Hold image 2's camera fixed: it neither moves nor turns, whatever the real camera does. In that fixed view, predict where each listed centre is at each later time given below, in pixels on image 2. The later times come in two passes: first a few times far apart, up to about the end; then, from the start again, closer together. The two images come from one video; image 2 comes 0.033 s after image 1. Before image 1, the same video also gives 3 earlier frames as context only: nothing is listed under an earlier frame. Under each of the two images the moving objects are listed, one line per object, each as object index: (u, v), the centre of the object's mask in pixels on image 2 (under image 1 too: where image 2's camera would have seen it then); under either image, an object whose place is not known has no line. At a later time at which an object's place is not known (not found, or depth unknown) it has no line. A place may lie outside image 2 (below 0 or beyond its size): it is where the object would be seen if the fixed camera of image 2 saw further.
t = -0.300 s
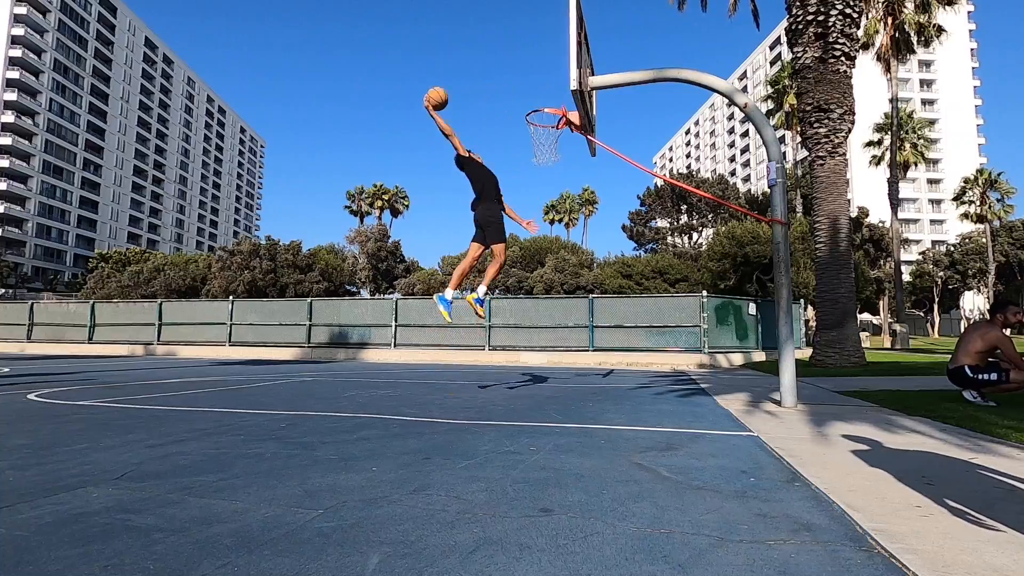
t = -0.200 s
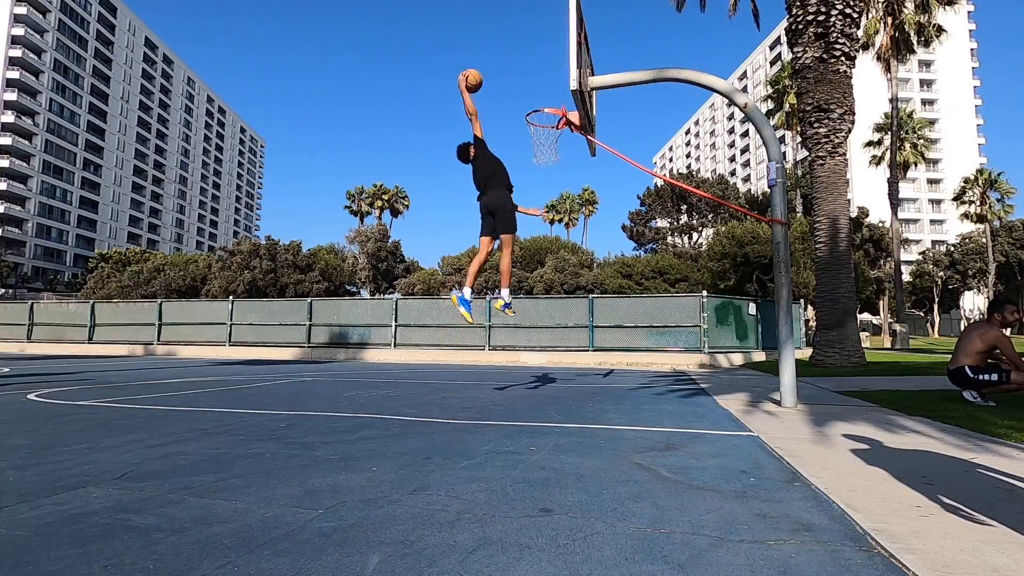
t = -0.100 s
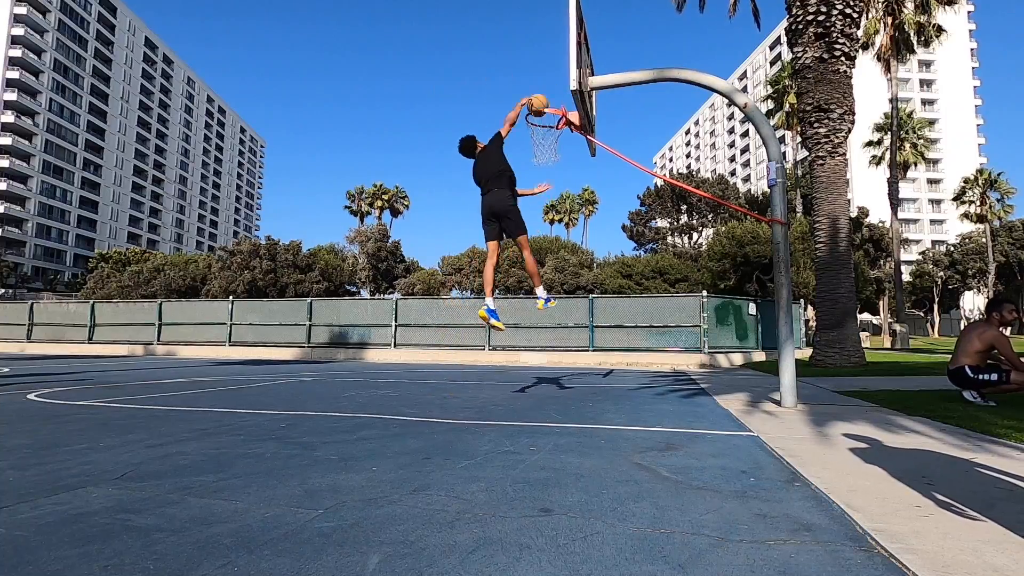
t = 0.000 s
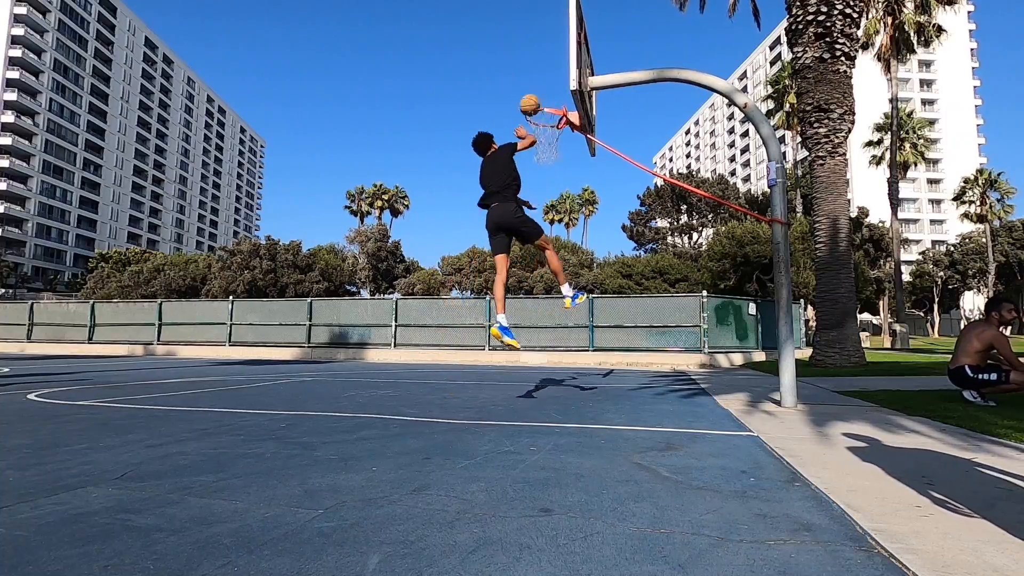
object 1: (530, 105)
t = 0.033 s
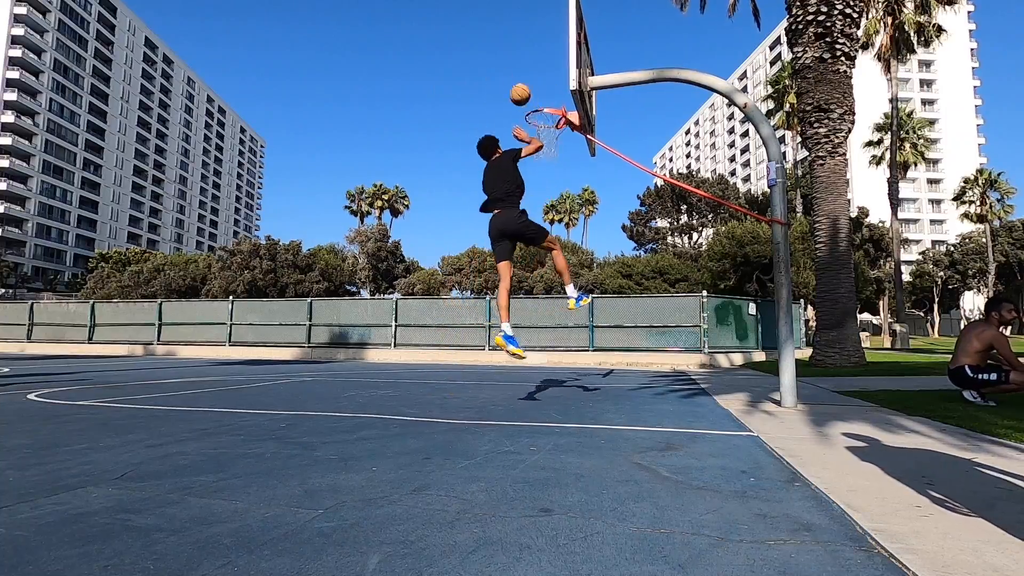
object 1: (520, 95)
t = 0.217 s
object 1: (466, 53)
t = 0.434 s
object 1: (404, 40)
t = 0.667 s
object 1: (337, 70)
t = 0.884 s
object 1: (276, 140)
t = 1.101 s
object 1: (213, 249)
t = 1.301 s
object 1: (155, 383)
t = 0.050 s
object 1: (515, 89)
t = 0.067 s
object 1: (510, 85)
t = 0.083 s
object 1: (505, 80)
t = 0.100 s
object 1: (500, 76)
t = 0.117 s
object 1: (495, 72)
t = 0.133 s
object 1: (490, 68)
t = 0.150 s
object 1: (486, 65)
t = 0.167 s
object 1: (481, 61)
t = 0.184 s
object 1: (476, 58)
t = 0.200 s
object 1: (471, 55)
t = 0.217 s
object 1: (466, 53)
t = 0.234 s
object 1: (461, 51)
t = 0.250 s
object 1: (457, 48)
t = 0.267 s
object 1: (452, 46)
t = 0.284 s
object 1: (447, 45)
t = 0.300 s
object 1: (442, 43)
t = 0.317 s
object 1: (437, 42)
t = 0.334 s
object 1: (432, 41)
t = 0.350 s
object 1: (427, 41)
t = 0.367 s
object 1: (423, 40)
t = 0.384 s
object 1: (418, 40)
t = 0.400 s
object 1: (413, 40)
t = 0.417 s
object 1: (408, 40)
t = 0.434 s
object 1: (404, 40)
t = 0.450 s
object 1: (399, 41)
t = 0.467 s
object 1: (394, 42)
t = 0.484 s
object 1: (390, 43)
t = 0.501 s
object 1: (384, 44)
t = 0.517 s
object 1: (380, 46)
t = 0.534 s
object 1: (375, 48)
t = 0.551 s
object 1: (370, 50)
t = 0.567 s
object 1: (365, 52)
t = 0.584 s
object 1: (361, 54)
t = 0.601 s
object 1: (356, 57)
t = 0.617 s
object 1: (351, 60)
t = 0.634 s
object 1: (347, 63)
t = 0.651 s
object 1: (342, 67)
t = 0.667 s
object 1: (337, 70)
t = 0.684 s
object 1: (332, 74)
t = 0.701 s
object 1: (328, 79)
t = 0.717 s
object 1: (323, 83)
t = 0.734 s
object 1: (318, 87)
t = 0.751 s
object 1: (313, 92)
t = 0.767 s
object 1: (309, 97)
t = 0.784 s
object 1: (304, 103)
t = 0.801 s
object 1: (299, 108)
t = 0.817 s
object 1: (295, 114)
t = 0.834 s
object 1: (290, 120)
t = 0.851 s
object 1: (285, 126)
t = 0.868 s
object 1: (280, 133)
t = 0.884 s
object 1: (276, 140)
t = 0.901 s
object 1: (271, 147)
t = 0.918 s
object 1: (266, 154)
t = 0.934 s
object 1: (262, 161)
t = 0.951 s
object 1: (257, 169)
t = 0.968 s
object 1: (252, 177)
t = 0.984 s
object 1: (247, 185)
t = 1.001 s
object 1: (242, 193)
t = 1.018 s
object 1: (237, 202)
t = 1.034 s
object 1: (233, 211)
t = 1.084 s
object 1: (218, 239)
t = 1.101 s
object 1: (213, 249)
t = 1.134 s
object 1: (203, 270)
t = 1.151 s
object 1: (198, 280)
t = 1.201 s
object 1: (184, 315)
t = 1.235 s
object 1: (174, 338)
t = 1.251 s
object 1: (169, 350)
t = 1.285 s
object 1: (159, 376)
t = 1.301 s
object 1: (155, 383)
